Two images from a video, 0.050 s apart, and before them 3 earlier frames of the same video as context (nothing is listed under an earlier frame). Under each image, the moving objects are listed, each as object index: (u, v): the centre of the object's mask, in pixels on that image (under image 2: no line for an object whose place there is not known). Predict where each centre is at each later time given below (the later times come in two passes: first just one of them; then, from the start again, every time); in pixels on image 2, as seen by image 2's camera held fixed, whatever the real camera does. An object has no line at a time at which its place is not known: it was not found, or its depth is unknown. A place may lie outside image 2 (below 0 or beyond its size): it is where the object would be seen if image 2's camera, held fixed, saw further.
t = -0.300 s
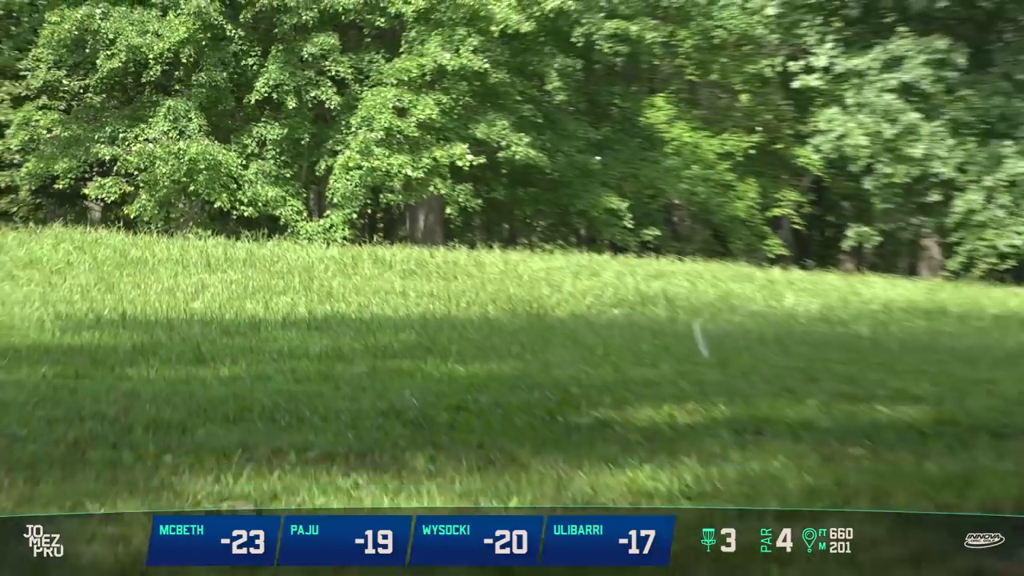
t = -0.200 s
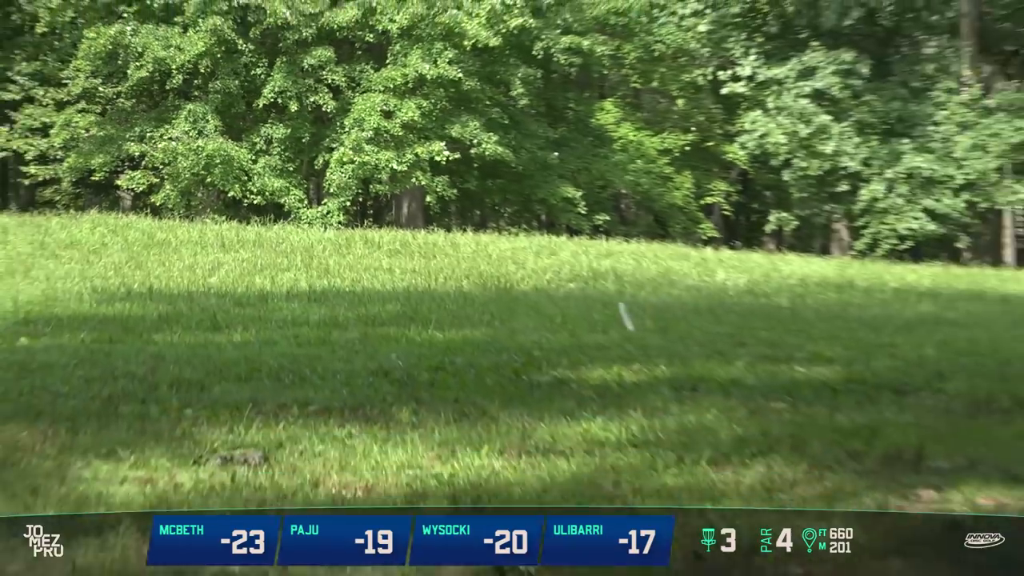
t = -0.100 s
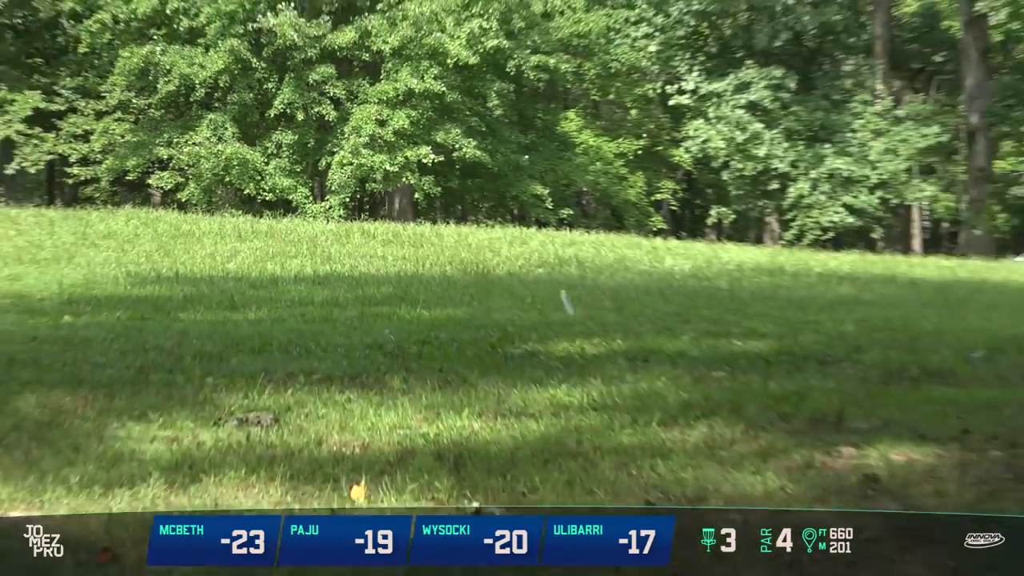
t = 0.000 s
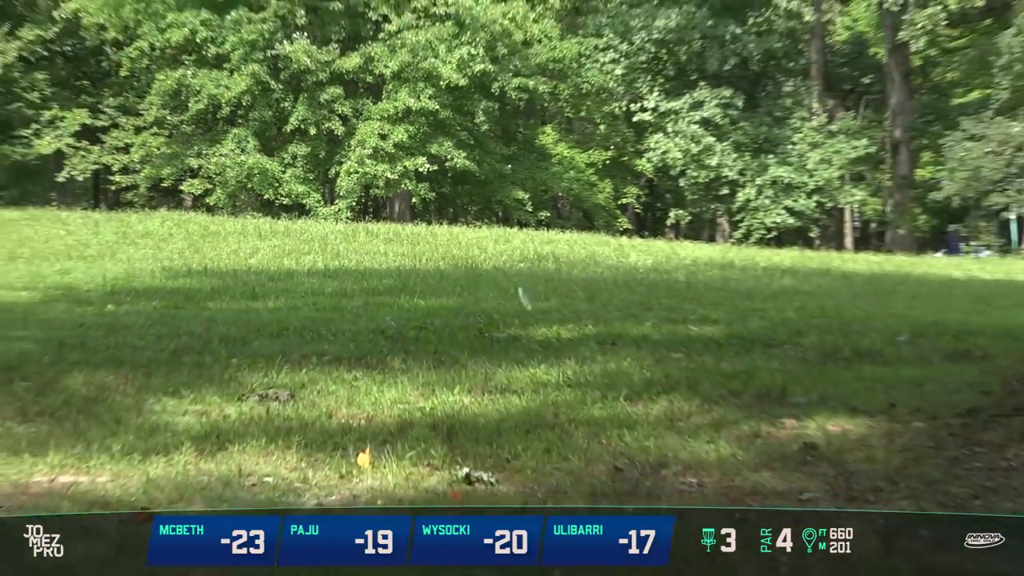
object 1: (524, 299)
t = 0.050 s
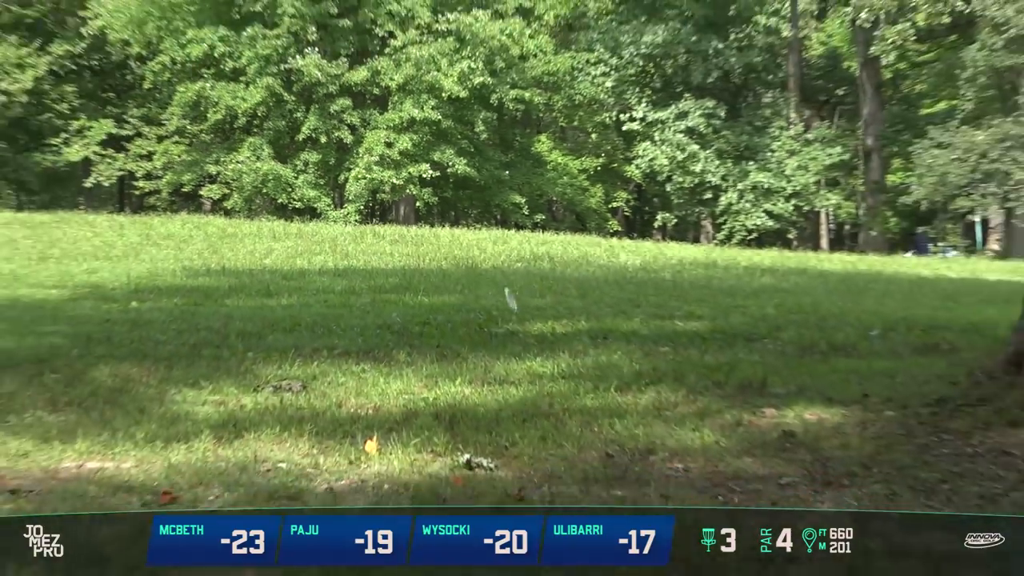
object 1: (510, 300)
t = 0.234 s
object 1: (464, 307)
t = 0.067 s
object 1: (506, 301)
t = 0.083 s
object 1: (502, 304)
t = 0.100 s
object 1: (497, 305)
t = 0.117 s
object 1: (493, 307)
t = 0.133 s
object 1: (489, 308)
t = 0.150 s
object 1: (485, 308)
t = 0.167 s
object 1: (480, 309)
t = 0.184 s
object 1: (476, 308)
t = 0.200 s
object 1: (472, 307)
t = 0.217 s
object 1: (467, 307)
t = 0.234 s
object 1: (464, 307)
